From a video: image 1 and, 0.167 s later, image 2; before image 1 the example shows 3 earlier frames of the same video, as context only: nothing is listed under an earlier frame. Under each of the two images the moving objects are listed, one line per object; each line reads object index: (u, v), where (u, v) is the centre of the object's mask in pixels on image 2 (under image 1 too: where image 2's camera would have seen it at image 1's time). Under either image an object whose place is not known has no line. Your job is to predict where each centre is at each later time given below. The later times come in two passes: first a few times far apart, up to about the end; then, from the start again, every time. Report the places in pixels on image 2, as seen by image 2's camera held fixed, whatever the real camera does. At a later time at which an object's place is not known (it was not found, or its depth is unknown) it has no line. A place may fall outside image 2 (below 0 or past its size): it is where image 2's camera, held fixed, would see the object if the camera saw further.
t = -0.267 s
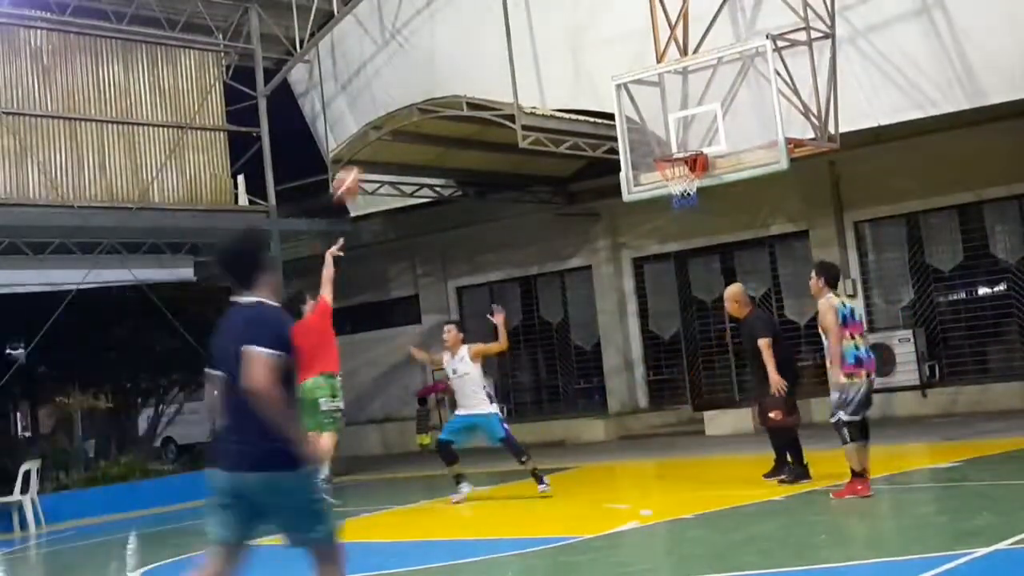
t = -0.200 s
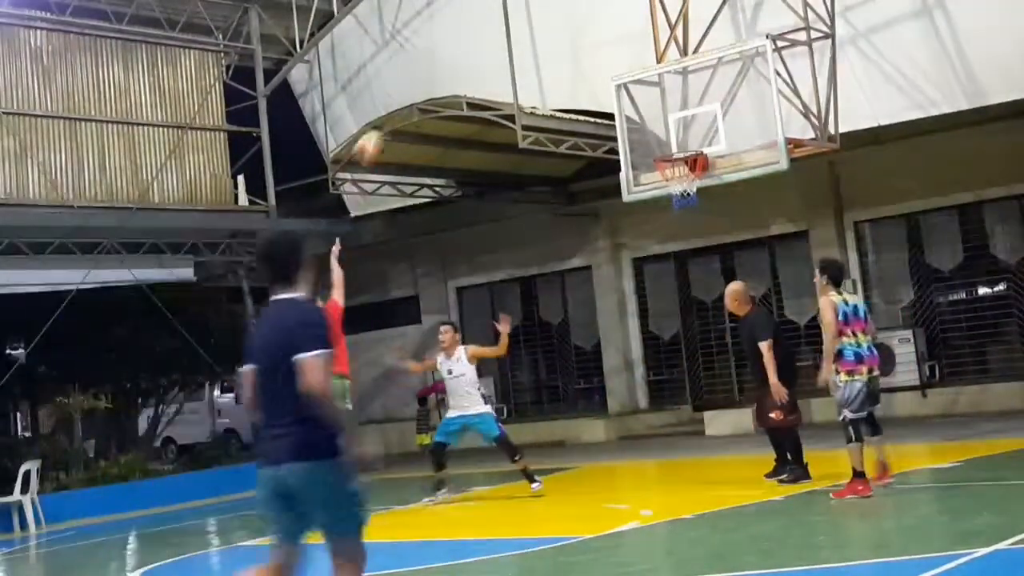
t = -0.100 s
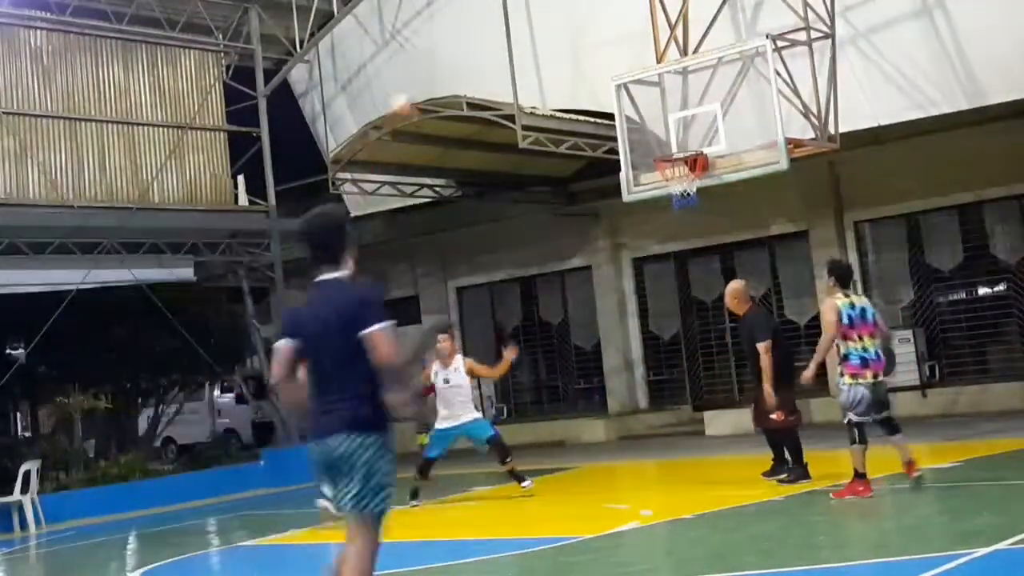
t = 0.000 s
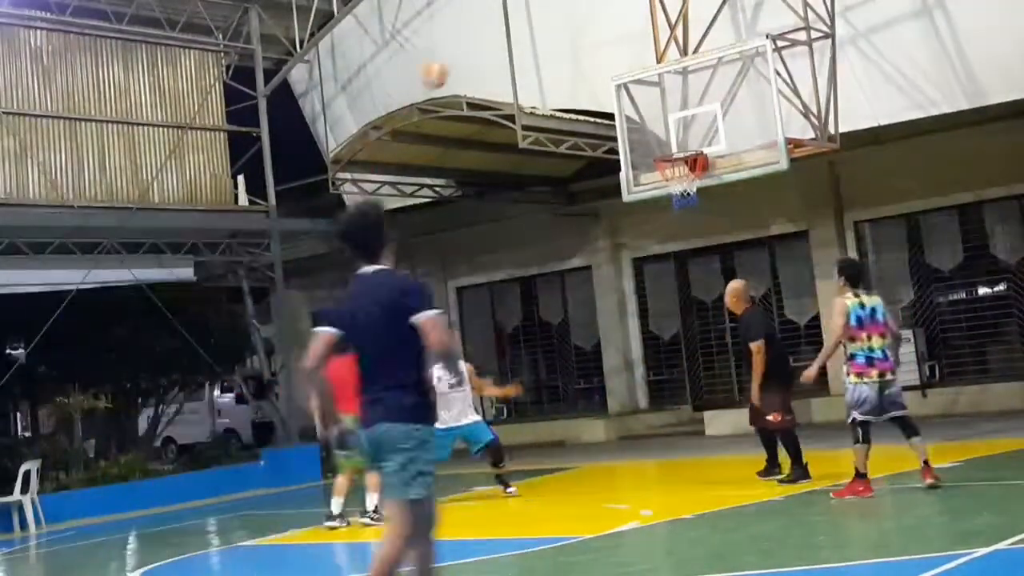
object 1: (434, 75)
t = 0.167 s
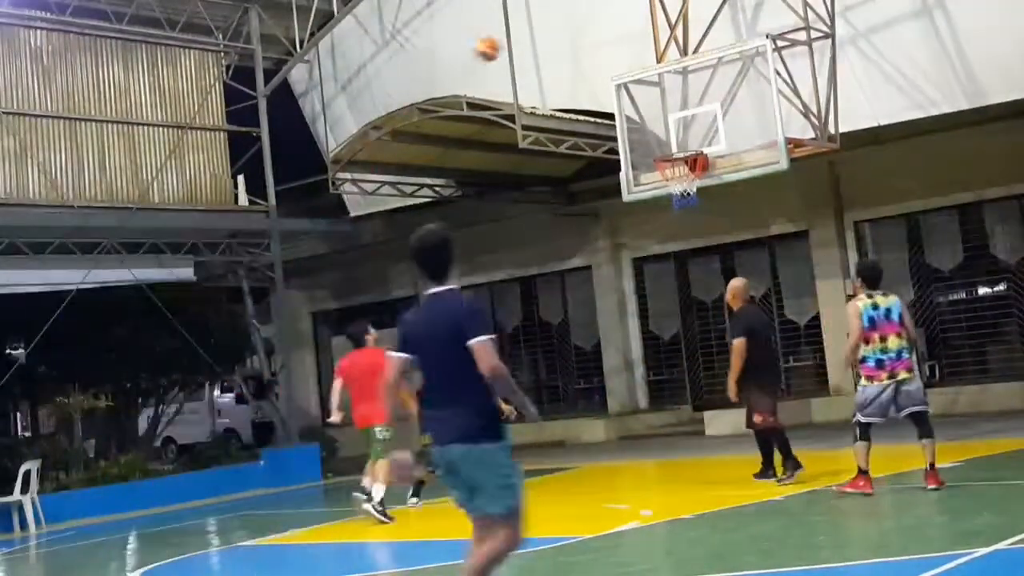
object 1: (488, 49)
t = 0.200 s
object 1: (499, 47)
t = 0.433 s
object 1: (576, 67)
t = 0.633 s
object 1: (642, 123)
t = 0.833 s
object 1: (704, 172)
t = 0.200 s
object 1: (499, 47)
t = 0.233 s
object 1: (510, 46)
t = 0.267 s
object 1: (522, 47)
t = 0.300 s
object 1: (533, 49)
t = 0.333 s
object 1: (544, 51)
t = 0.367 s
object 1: (553, 56)
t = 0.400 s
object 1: (565, 61)
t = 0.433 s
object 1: (576, 67)
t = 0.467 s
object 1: (587, 75)
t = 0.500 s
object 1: (599, 82)
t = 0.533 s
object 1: (607, 92)
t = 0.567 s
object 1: (621, 102)
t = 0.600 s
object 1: (632, 112)
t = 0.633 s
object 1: (642, 123)
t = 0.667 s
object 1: (654, 139)
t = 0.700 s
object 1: (662, 147)
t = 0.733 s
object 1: (678, 159)
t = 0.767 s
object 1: (690, 169)
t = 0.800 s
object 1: (696, 171)
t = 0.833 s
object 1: (704, 172)
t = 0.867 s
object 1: (708, 170)
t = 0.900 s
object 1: (709, 174)
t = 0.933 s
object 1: (707, 189)
